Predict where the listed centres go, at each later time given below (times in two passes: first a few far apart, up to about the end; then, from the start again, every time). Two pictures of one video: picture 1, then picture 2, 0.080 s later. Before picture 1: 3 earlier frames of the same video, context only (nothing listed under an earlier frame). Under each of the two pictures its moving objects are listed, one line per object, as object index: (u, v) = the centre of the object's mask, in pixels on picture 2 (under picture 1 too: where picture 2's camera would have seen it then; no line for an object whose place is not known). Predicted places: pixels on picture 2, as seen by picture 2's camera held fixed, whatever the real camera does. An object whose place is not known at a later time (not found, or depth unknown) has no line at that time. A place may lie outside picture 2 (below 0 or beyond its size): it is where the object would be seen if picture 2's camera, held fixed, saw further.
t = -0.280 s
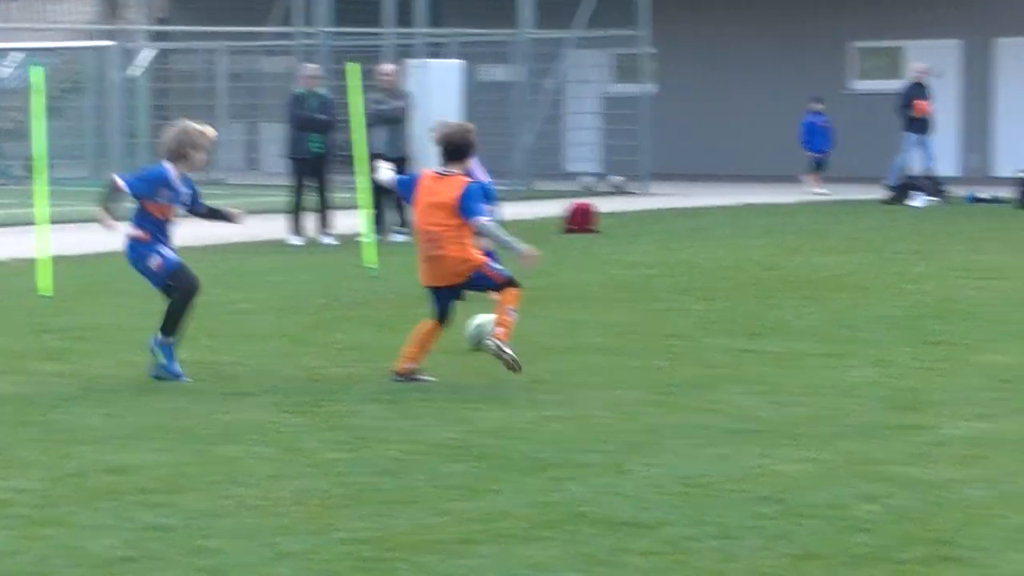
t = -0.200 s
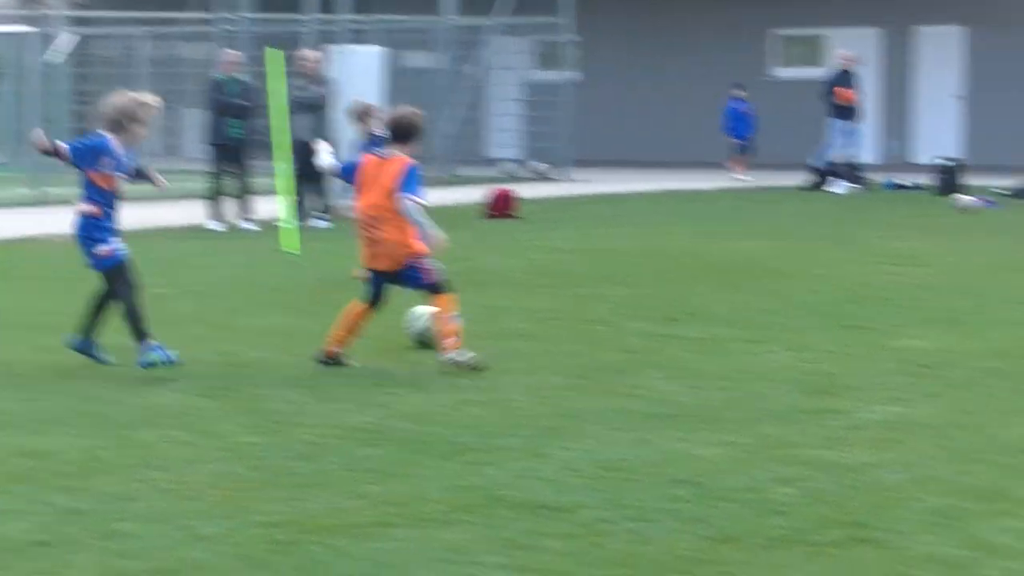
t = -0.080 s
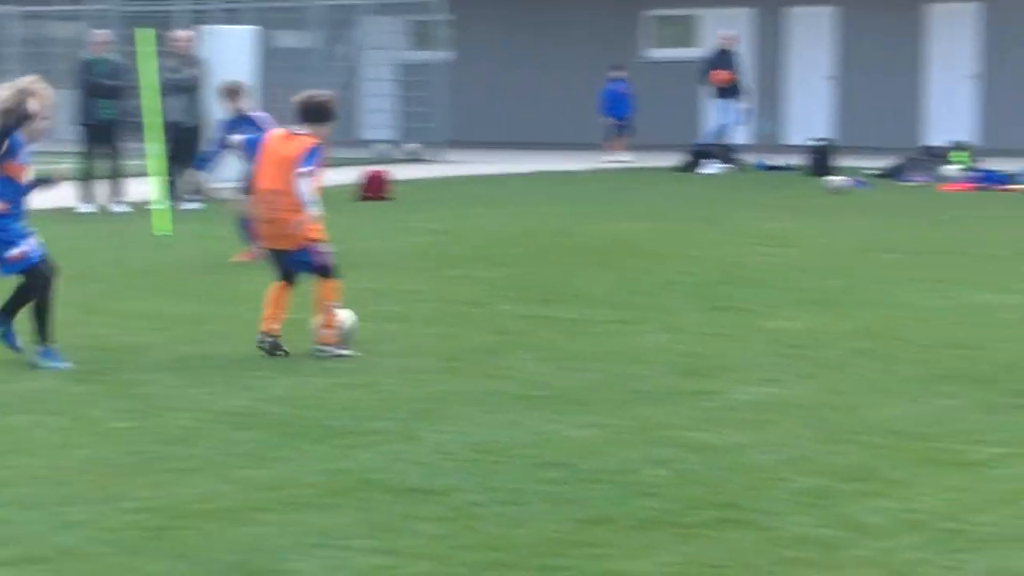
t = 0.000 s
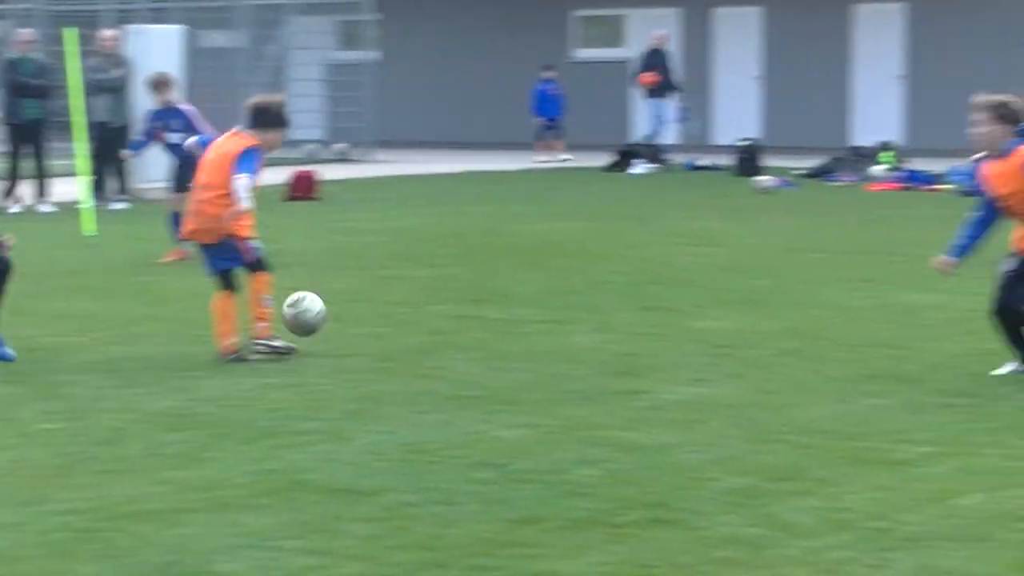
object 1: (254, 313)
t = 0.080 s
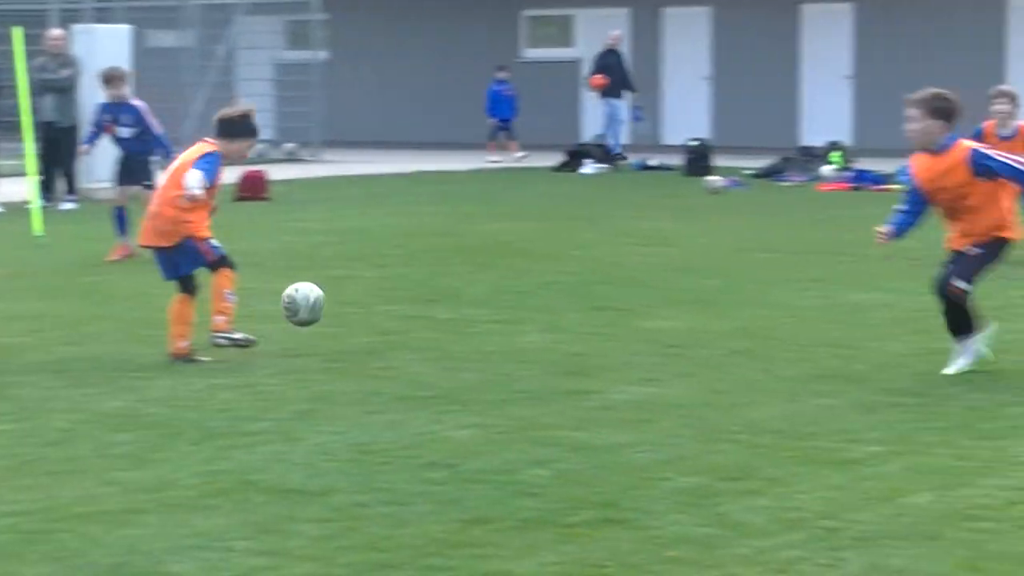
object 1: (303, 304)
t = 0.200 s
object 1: (373, 311)
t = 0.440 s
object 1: (487, 315)
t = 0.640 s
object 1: (572, 320)
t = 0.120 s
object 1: (325, 303)
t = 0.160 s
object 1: (349, 305)
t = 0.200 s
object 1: (373, 311)
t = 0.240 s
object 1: (396, 320)
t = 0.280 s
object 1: (418, 326)
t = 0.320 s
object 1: (436, 320)
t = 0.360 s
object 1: (453, 314)
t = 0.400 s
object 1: (470, 313)
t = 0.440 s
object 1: (487, 315)
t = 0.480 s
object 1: (505, 320)
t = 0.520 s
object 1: (523, 324)
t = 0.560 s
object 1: (539, 321)
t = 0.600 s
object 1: (555, 320)
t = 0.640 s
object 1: (572, 320)
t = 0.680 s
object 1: (588, 322)
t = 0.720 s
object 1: (605, 321)
